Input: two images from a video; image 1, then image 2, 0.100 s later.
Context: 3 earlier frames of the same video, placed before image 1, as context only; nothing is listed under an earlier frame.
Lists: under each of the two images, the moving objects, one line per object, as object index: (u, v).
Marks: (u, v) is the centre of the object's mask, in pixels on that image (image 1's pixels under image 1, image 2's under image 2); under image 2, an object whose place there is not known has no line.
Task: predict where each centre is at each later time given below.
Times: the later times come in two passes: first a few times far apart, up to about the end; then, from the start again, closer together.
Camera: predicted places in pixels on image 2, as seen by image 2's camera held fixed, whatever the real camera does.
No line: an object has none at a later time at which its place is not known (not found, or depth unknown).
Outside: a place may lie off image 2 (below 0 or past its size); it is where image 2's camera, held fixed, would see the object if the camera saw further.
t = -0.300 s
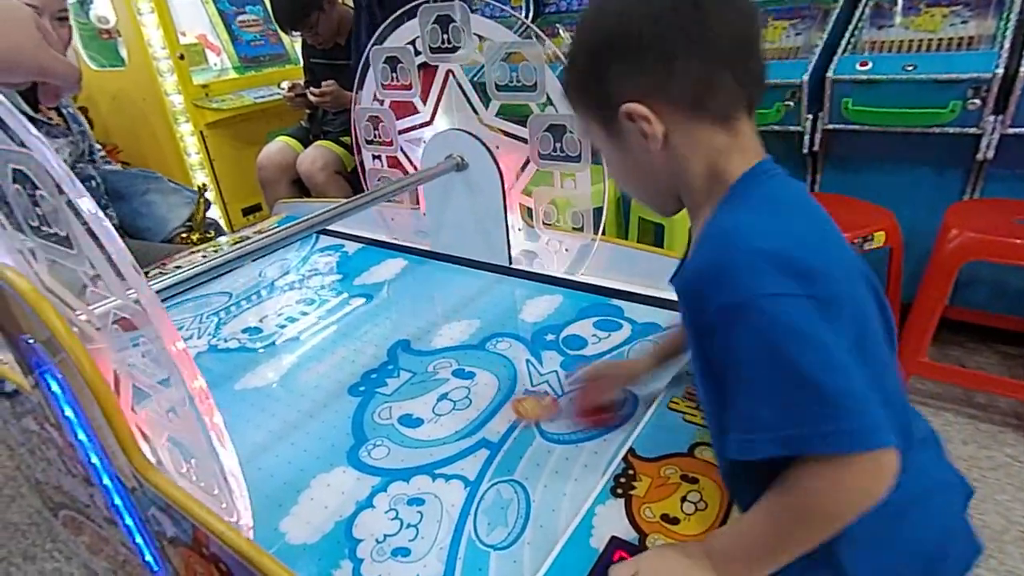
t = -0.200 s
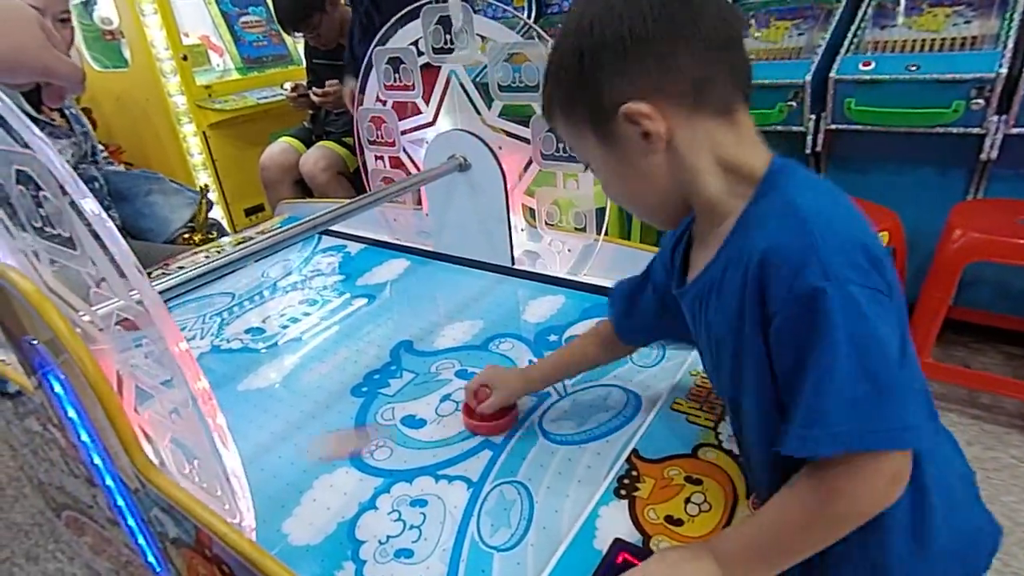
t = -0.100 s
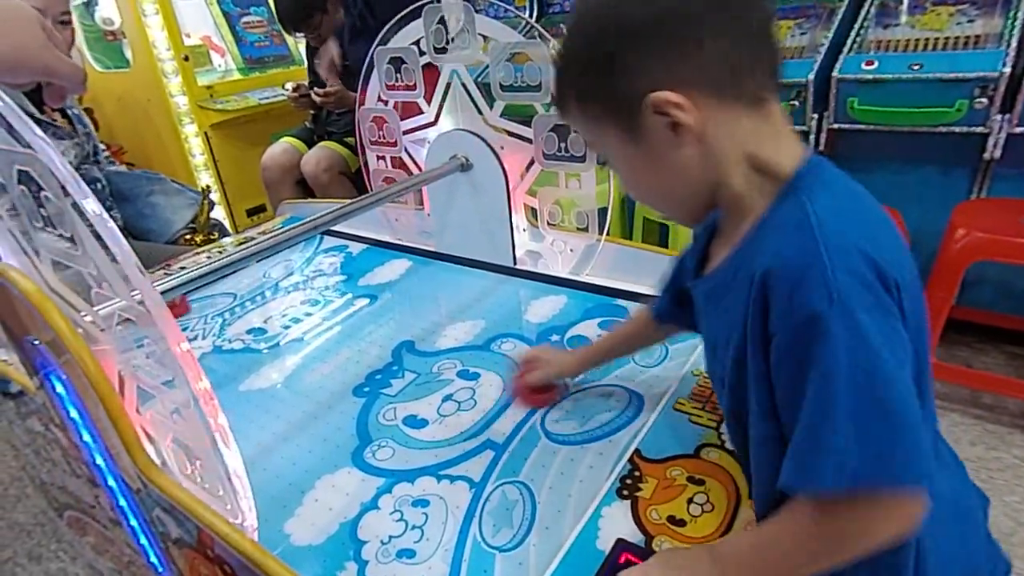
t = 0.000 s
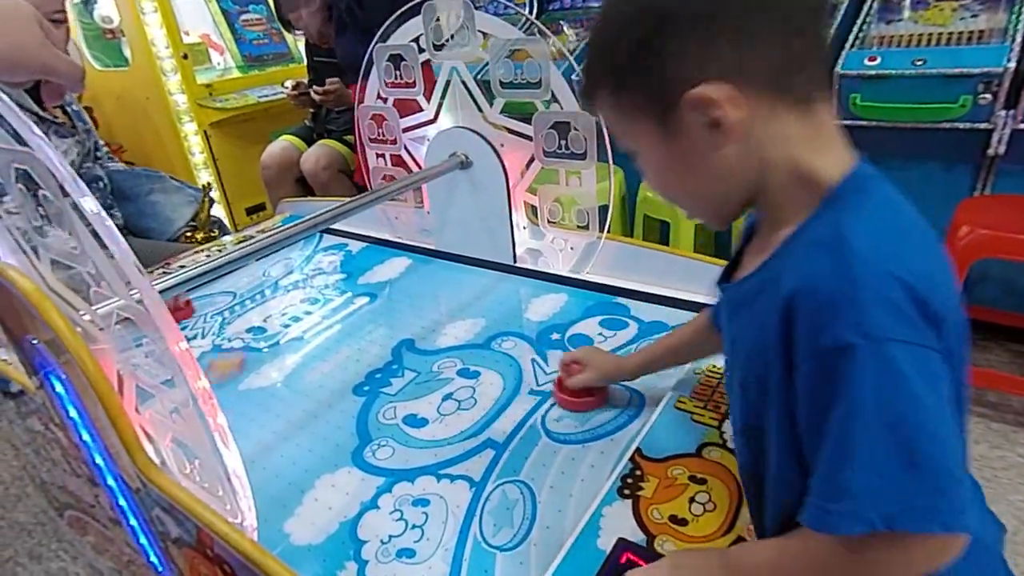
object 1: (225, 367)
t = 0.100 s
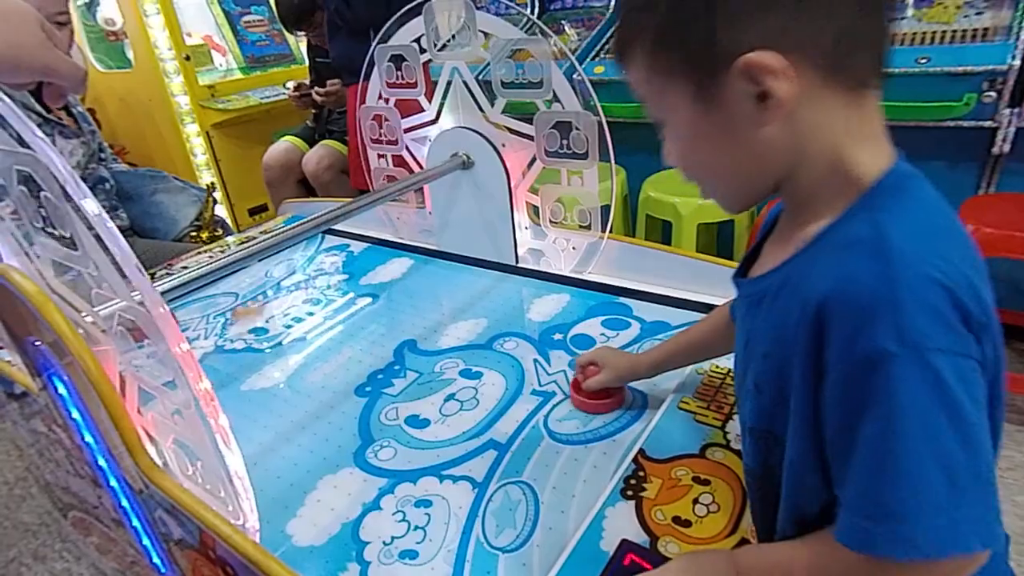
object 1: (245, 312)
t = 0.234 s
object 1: (276, 262)
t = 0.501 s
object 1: (362, 276)
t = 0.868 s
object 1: (382, 408)
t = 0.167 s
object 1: (257, 284)
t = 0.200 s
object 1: (262, 271)
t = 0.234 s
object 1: (276, 262)
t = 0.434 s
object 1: (358, 261)
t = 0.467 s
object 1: (360, 268)
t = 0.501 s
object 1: (362, 276)
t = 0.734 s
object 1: (373, 348)
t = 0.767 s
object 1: (375, 361)
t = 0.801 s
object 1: (377, 376)
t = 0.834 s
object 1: (379, 392)
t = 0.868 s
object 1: (382, 408)
